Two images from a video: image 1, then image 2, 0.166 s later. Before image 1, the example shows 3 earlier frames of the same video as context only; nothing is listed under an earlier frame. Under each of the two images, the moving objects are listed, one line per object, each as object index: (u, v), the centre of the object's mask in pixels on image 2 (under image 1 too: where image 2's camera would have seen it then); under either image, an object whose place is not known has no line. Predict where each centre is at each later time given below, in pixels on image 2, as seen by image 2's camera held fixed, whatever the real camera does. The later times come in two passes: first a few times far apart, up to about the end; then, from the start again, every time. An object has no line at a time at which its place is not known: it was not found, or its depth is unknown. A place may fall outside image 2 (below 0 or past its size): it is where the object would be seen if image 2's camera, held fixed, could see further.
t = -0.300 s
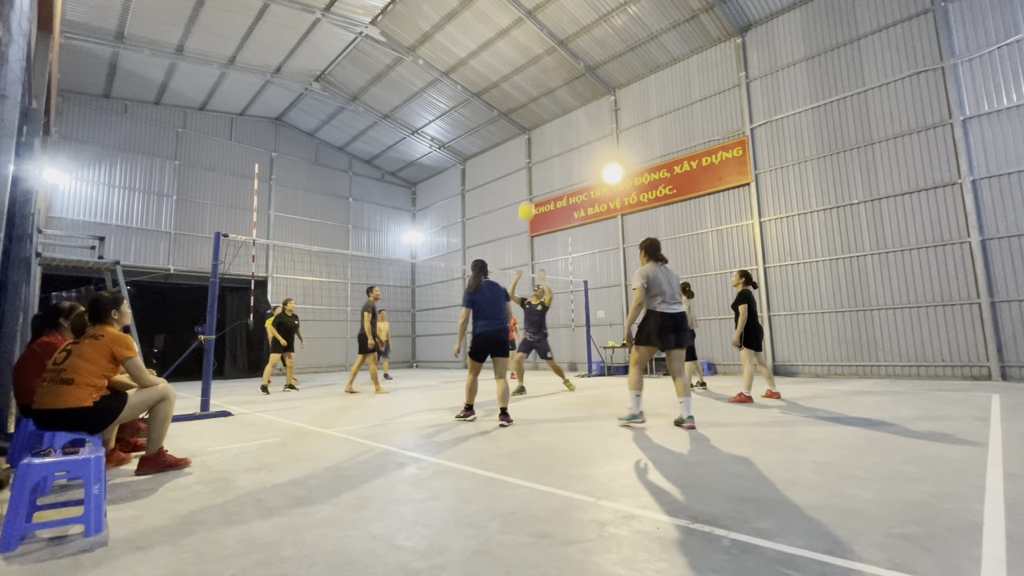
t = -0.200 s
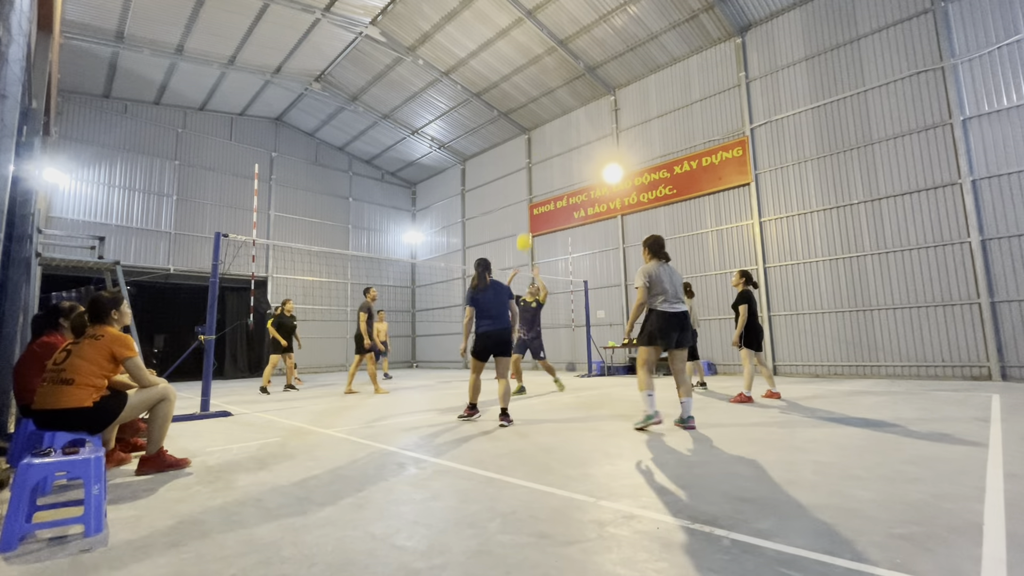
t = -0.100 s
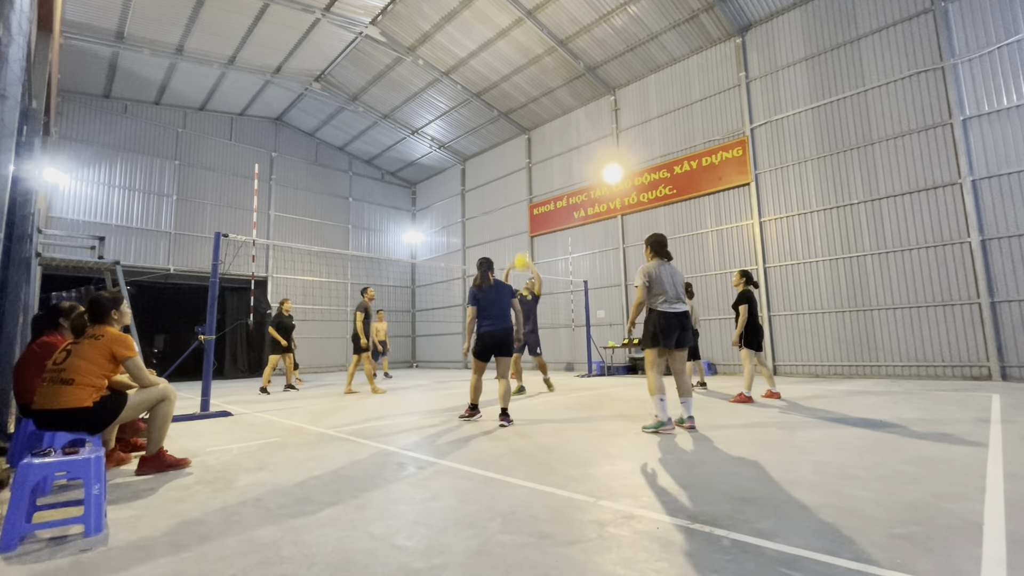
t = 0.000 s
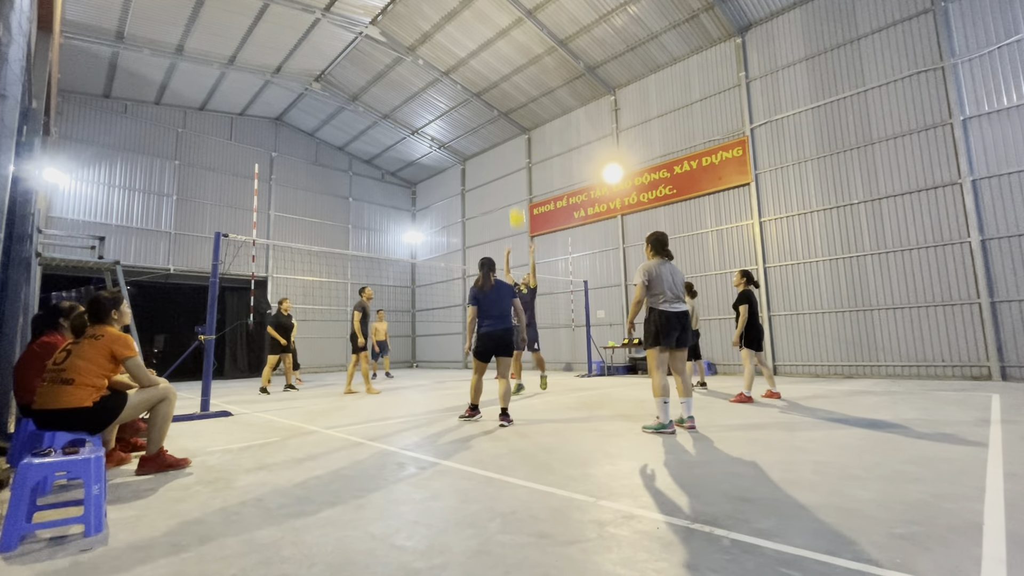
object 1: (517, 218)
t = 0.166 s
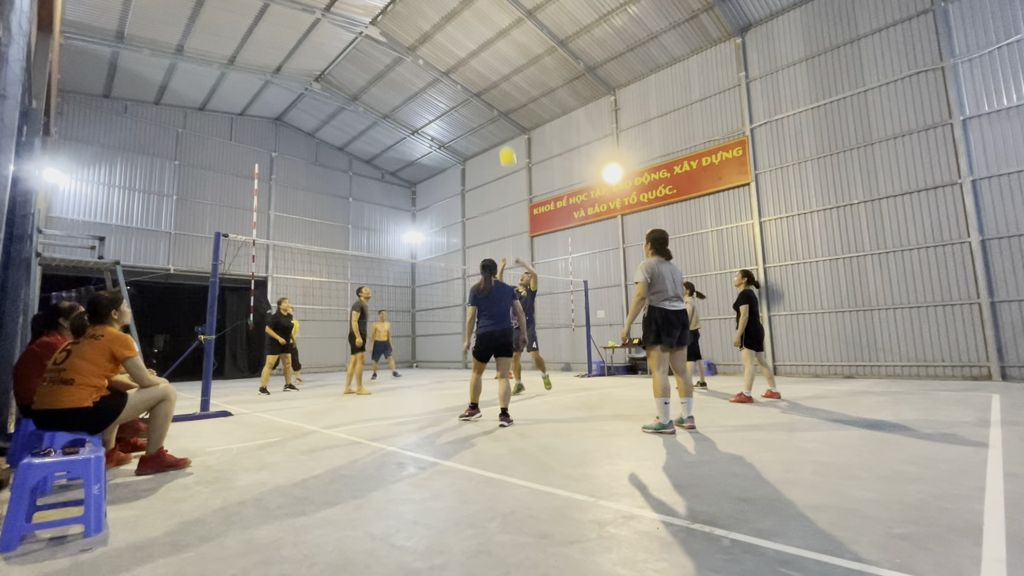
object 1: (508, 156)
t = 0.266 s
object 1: (502, 129)
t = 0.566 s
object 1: (484, 84)
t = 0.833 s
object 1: (469, 92)
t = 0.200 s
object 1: (506, 147)
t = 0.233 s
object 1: (504, 138)
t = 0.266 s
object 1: (502, 129)
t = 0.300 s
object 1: (500, 122)
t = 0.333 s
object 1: (498, 114)
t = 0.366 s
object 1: (496, 107)
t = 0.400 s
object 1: (494, 102)
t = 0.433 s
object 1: (492, 97)
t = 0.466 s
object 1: (490, 92)
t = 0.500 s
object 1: (488, 89)
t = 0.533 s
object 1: (486, 86)
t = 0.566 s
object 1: (484, 84)
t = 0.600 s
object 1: (483, 82)
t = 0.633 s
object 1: (481, 81)
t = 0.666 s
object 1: (479, 81)
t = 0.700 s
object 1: (477, 82)
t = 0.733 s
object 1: (475, 83)
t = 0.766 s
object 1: (473, 86)
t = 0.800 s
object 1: (471, 89)
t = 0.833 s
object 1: (469, 92)
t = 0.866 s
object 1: (467, 97)
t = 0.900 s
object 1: (466, 102)
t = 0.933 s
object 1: (463, 109)
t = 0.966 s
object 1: (462, 116)
